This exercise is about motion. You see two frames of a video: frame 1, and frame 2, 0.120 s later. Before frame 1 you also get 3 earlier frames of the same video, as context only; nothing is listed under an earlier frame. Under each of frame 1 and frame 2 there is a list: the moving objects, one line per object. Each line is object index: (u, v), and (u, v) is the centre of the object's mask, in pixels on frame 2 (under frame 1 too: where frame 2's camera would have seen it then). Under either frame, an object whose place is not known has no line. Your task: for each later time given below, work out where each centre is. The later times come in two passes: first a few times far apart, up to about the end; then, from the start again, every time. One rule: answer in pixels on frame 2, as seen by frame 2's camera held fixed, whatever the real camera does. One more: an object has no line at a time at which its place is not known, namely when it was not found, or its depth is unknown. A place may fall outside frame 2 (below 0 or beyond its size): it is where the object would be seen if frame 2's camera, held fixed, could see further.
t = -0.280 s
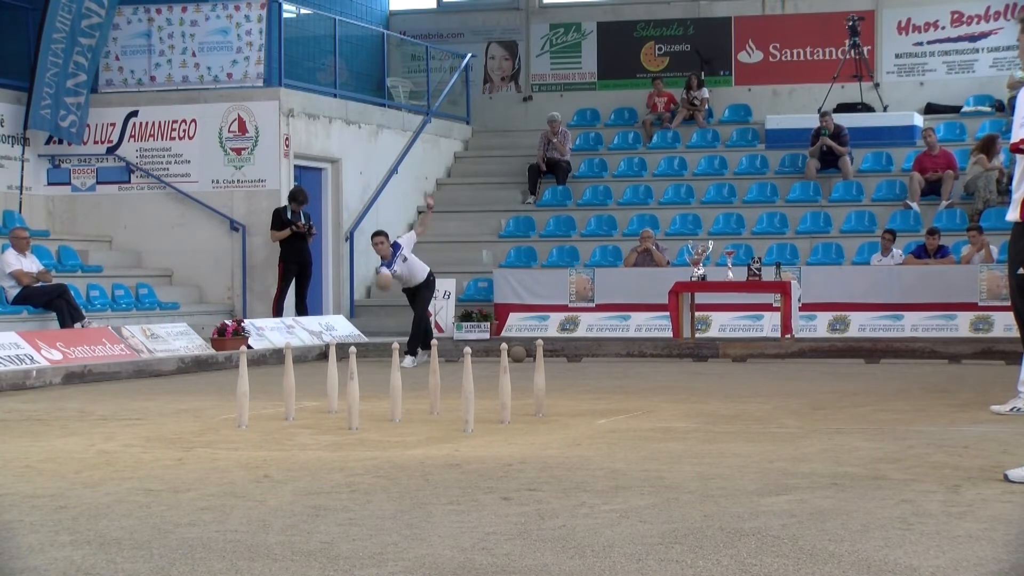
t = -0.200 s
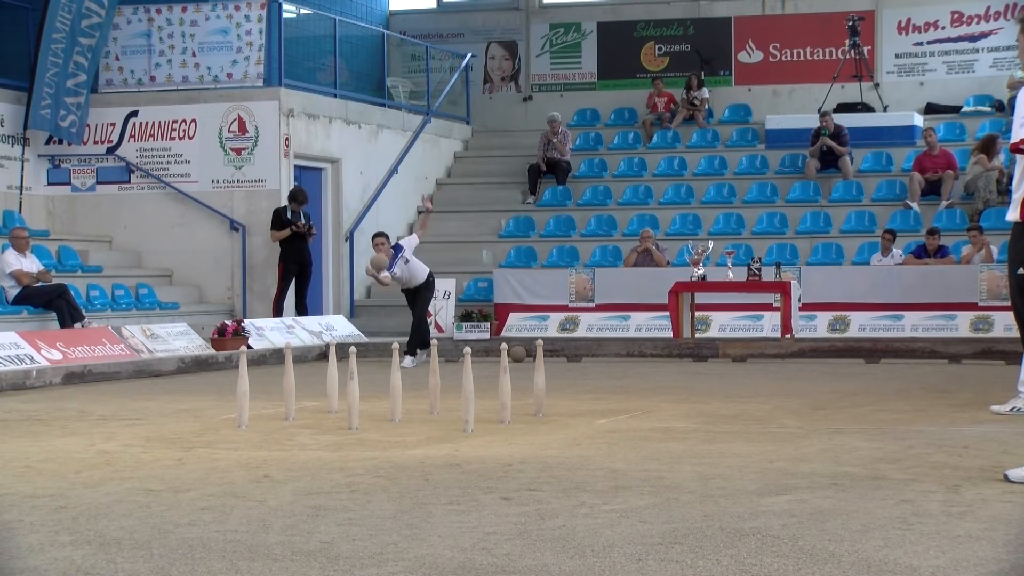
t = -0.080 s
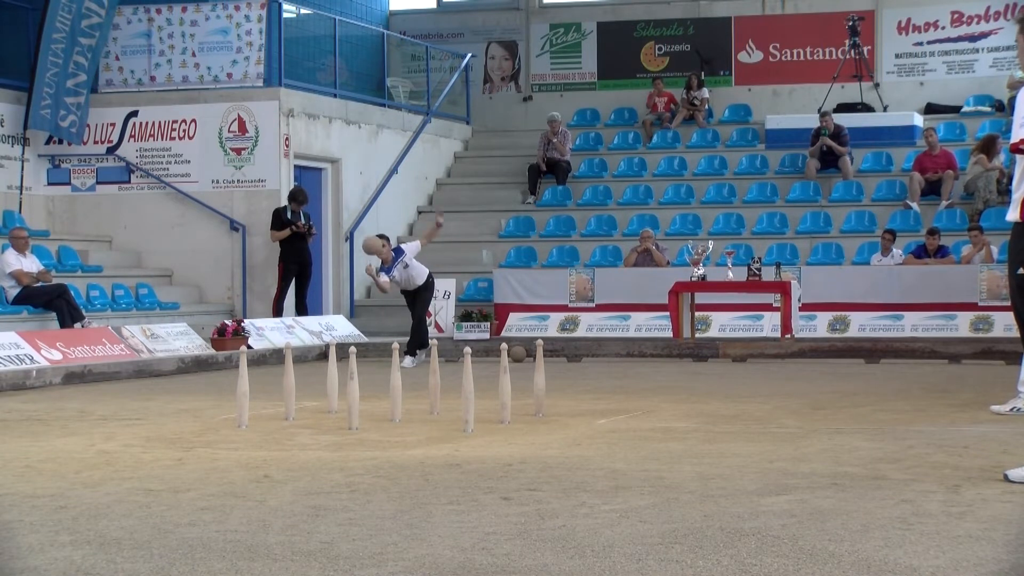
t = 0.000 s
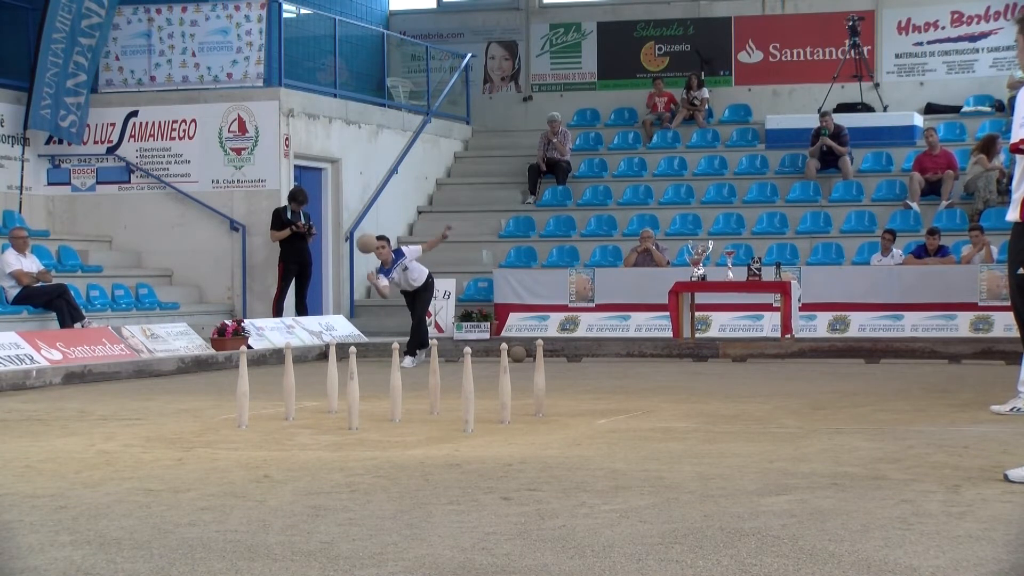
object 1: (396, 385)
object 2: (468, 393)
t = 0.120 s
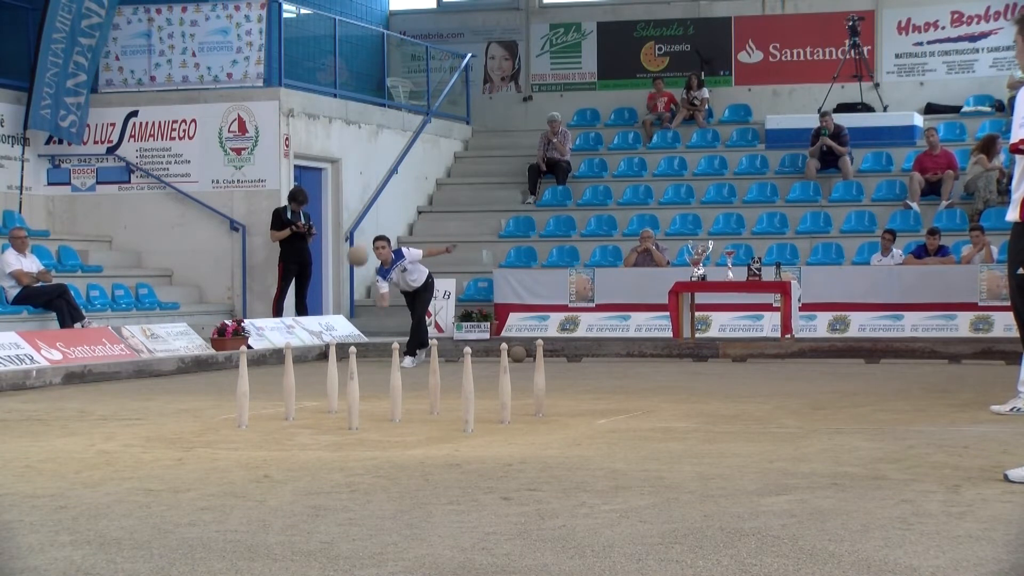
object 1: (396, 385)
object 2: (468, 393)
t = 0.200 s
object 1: (395, 386)
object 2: (468, 393)
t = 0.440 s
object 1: (396, 386)
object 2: (468, 393)
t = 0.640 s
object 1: (396, 385)
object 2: (468, 393)
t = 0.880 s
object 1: (427, 408)
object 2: (468, 393)
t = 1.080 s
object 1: (460, 429)
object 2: (471, 393)
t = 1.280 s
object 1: (487, 433)
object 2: (468, 392)
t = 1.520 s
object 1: (498, 433)
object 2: (447, 409)
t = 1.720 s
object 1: (503, 434)
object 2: (436, 421)
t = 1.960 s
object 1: (500, 434)
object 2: (434, 424)
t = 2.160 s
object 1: (500, 434)
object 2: (434, 424)
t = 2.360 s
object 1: (501, 435)
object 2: (433, 424)
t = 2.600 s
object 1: (502, 435)
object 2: (433, 424)
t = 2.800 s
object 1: (503, 435)
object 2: (433, 424)
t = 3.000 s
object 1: (503, 435)
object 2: (433, 424)
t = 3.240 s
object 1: (502, 435)
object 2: (433, 424)
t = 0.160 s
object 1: (395, 386)
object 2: (468, 393)
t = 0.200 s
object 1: (395, 386)
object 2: (468, 393)
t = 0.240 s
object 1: (396, 385)
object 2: (468, 393)
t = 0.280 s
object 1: (395, 386)
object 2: (468, 393)
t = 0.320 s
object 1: (395, 386)
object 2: (468, 393)
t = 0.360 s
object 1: (395, 386)
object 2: (468, 393)
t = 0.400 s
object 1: (396, 386)
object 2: (468, 393)
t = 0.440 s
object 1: (396, 386)
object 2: (468, 393)
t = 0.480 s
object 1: (395, 386)
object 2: (468, 393)
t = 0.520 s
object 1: (395, 386)
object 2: (468, 393)
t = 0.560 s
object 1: (395, 386)
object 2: (468, 393)
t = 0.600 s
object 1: (395, 386)
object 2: (468, 393)
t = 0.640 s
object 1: (396, 385)
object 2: (468, 393)
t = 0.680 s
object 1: (397, 385)
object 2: (468, 393)
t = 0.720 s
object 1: (403, 386)
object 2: (467, 393)
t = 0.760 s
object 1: (410, 388)
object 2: (467, 393)
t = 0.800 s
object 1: (415, 394)
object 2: (467, 393)
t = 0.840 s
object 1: (422, 396)
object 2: (467, 393)
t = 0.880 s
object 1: (427, 408)
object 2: (468, 393)
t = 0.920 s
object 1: (436, 416)
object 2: (467, 393)
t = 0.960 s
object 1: (443, 422)
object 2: (467, 393)
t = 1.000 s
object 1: (450, 427)
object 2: (468, 392)
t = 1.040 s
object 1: (439, 415)
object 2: (470, 392)
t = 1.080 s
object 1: (460, 429)
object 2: (471, 393)
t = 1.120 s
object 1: (465, 430)
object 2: (471, 392)
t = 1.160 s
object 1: (472, 432)
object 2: (471, 391)
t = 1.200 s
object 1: (477, 432)
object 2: (470, 391)
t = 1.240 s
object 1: (482, 432)
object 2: (469, 391)
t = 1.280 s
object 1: (487, 433)
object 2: (468, 392)
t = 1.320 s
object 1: (492, 433)
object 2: (466, 393)
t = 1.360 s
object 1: (495, 433)
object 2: (464, 396)
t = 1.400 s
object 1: (496, 433)
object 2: (461, 397)
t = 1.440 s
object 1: (498, 433)
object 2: (457, 400)
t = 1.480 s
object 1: (498, 433)
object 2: (452, 403)
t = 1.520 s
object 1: (498, 433)
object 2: (447, 409)
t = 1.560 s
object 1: (498, 433)
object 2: (457, 423)
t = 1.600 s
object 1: (499, 434)
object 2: (441, 423)
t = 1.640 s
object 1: (501, 434)
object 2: (439, 420)
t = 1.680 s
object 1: (502, 435)
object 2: (437, 420)
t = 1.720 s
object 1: (503, 434)
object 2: (436, 421)
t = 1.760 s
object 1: (504, 434)
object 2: (433, 424)
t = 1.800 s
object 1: (503, 433)
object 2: (434, 423)
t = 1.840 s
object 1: (503, 433)
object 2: (434, 423)
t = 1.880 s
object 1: (502, 433)
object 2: (434, 424)
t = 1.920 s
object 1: (500, 434)
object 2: (434, 424)
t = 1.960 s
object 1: (500, 434)
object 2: (434, 424)
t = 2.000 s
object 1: (500, 434)
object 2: (434, 424)
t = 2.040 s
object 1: (500, 434)
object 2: (434, 424)
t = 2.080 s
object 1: (501, 434)
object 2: (434, 424)
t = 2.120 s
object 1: (500, 434)
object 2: (434, 424)
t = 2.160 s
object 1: (500, 434)
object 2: (434, 424)
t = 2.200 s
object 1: (500, 434)
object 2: (434, 424)
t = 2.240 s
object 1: (500, 434)
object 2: (434, 425)
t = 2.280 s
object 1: (500, 434)
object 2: (433, 424)
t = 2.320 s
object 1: (500, 434)
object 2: (433, 424)
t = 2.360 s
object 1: (501, 435)
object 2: (433, 424)
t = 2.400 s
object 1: (501, 434)
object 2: (434, 424)
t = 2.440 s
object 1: (502, 434)
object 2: (434, 424)
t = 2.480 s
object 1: (502, 435)
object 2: (434, 424)
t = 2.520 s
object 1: (502, 434)
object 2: (434, 424)
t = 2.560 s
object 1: (502, 434)
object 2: (434, 424)
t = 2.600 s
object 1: (502, 435)
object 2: (433, 424)
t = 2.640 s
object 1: (502, 435)
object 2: (434, 424)
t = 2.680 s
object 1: (503, 435)
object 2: (434, 424)
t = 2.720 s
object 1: (503, 435)
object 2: (433, 424)
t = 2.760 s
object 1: (503, 435)
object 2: (433, 424)
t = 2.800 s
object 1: (503, 435)
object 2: (433, 424)
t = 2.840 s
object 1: (503, 435)
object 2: (433, 424)
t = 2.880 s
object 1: (503, 435)
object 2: (433, 424)
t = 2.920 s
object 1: (503, 435)
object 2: (433, 424)
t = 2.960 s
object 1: (503, 435)
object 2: (433, 424)
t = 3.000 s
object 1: (503, 435)
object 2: (433, 424)
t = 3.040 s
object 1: (503, 435)
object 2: (433, 424)
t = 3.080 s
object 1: (503, 435)
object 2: (433, 424)
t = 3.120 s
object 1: (503, 435)
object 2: (433, 424)
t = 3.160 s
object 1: (503, 435)
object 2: (433, 424)
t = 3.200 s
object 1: (503, 435)
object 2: (433, 424)
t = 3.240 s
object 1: (502, 435)
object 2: (433, 424)
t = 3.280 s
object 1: (502, 435)
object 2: (433, 424)
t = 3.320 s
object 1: (502, 435)
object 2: (433, 424)
